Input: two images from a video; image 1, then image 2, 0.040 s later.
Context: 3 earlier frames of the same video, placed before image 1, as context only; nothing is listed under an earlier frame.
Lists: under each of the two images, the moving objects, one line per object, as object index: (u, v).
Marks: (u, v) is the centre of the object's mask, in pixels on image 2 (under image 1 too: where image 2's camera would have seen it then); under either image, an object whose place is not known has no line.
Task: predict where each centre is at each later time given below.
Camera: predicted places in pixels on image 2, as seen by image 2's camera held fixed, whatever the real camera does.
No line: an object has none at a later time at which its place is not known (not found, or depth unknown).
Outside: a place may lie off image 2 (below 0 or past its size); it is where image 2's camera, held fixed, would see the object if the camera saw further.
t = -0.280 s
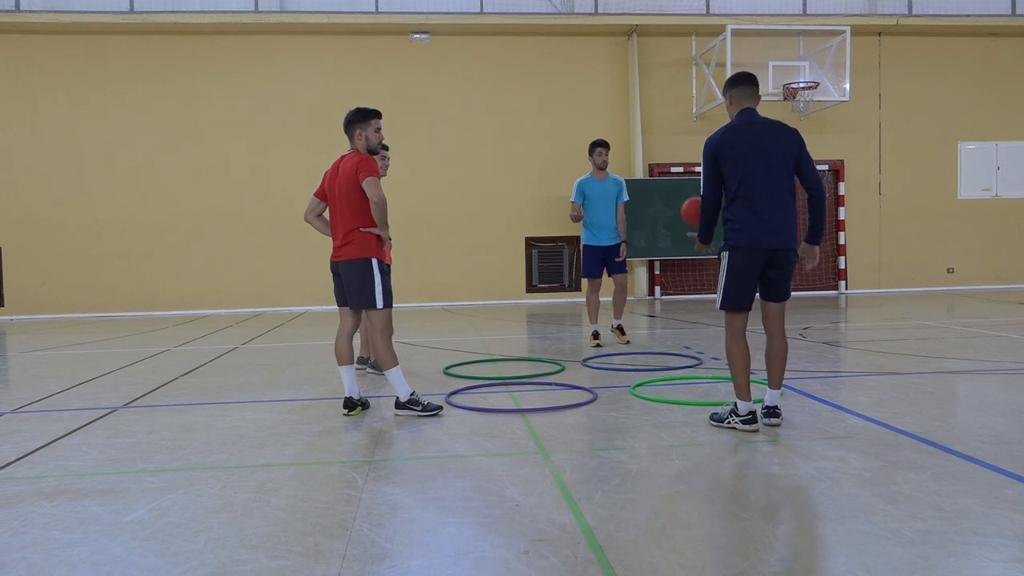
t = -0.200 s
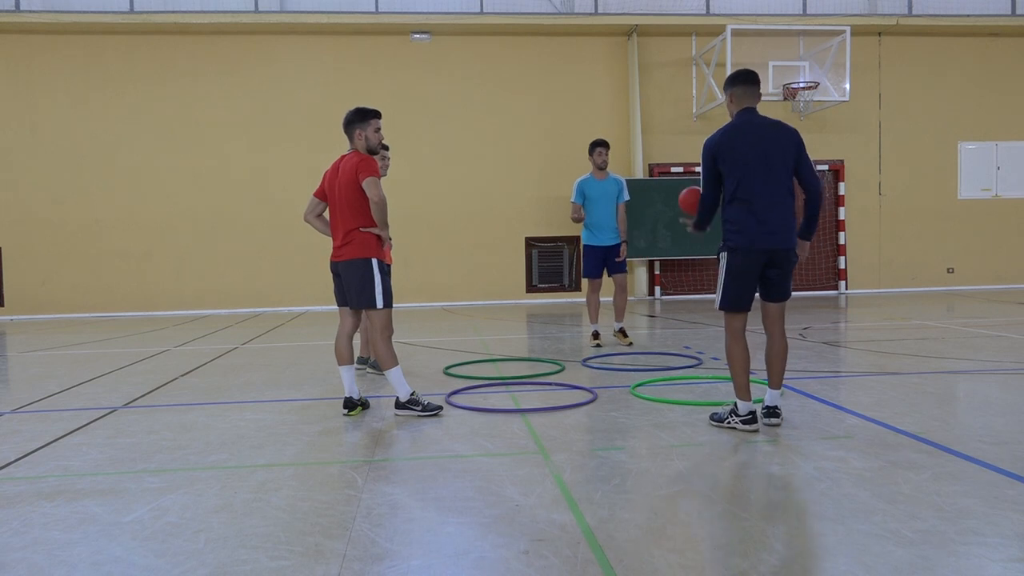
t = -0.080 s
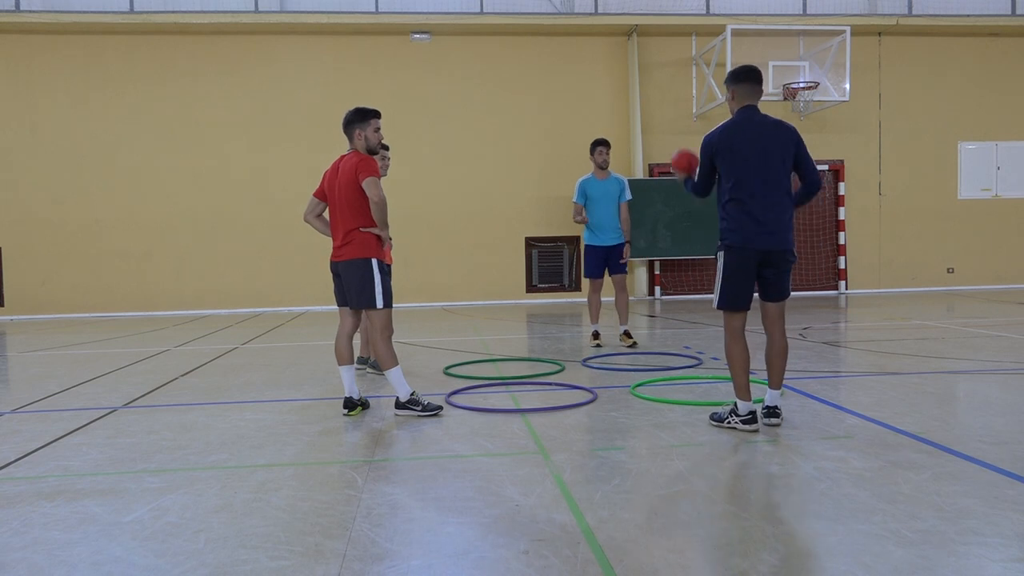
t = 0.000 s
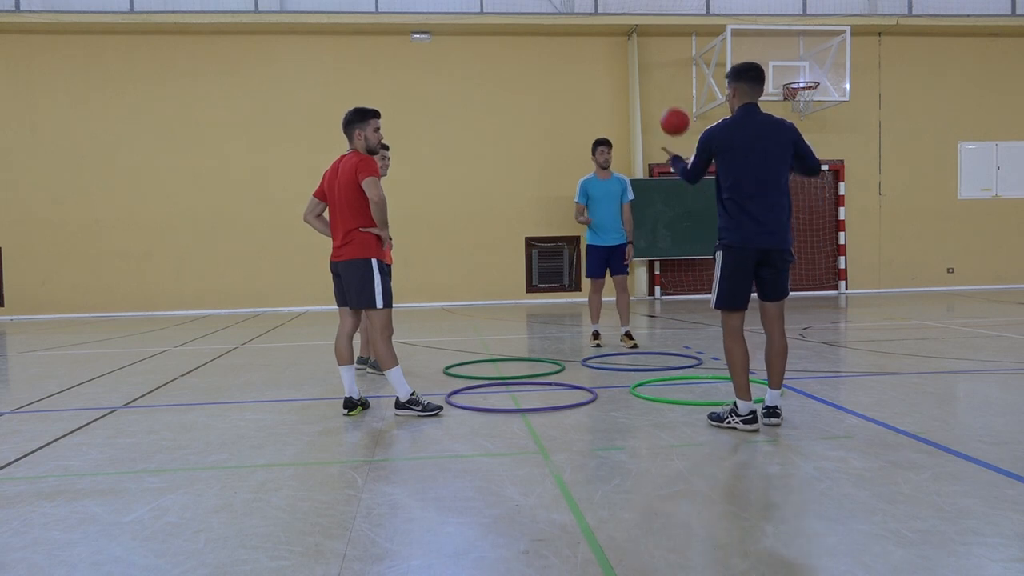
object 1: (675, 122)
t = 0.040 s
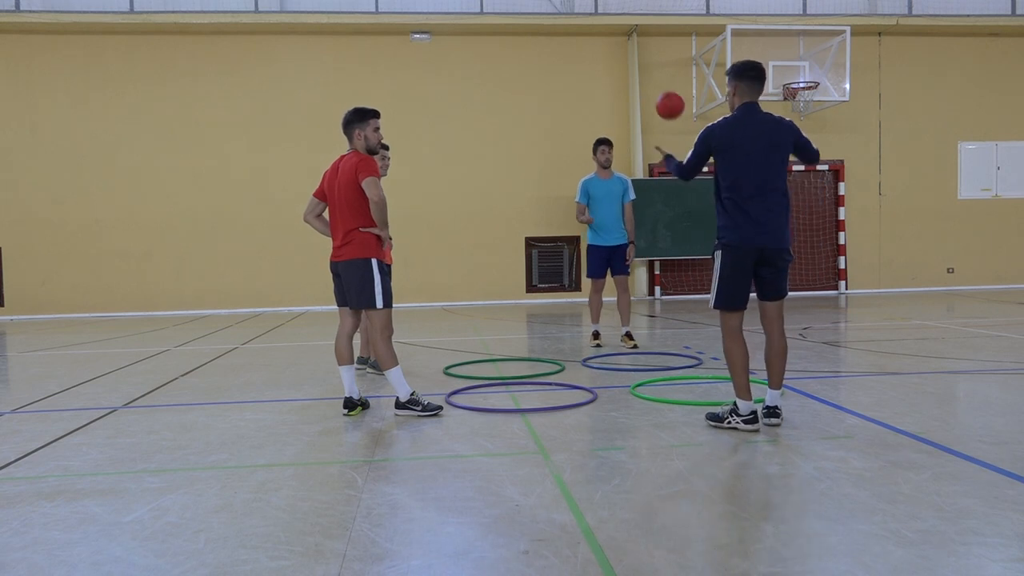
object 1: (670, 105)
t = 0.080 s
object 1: (665, 92)
